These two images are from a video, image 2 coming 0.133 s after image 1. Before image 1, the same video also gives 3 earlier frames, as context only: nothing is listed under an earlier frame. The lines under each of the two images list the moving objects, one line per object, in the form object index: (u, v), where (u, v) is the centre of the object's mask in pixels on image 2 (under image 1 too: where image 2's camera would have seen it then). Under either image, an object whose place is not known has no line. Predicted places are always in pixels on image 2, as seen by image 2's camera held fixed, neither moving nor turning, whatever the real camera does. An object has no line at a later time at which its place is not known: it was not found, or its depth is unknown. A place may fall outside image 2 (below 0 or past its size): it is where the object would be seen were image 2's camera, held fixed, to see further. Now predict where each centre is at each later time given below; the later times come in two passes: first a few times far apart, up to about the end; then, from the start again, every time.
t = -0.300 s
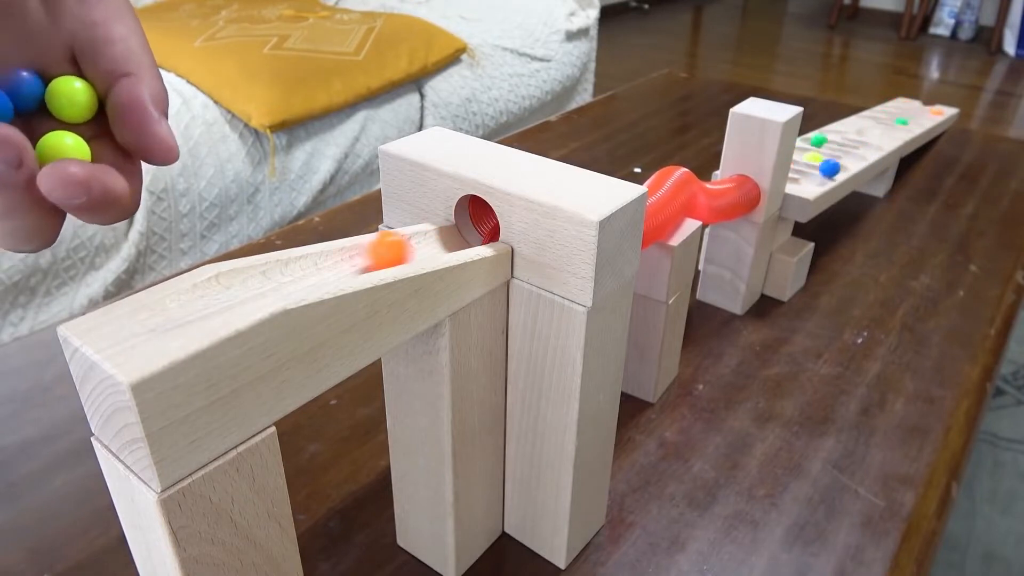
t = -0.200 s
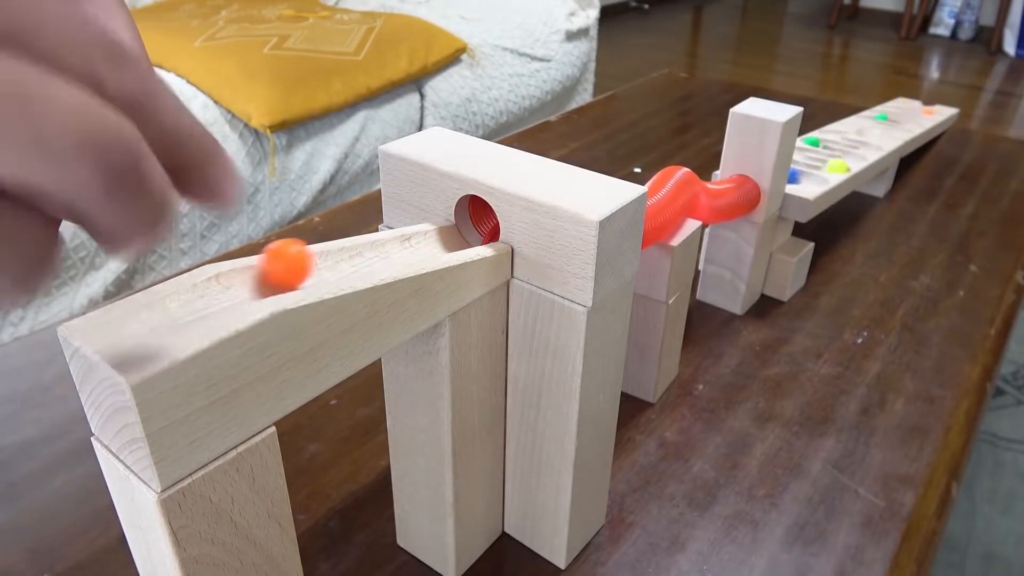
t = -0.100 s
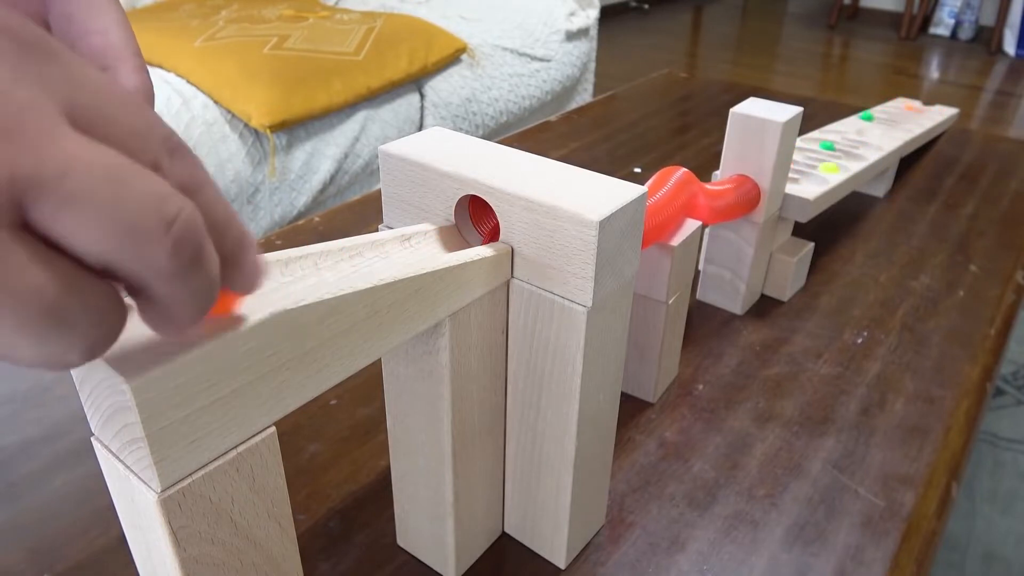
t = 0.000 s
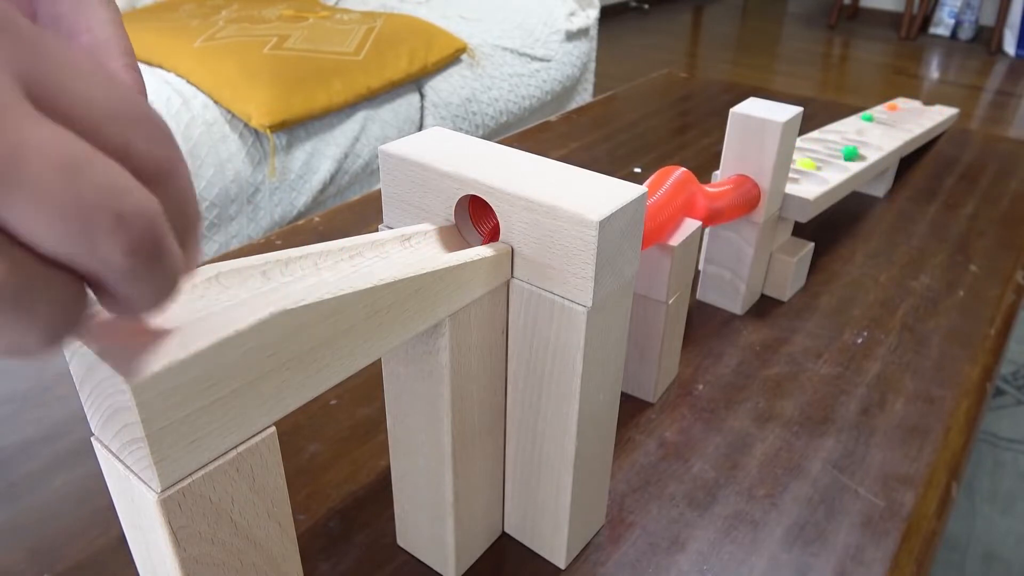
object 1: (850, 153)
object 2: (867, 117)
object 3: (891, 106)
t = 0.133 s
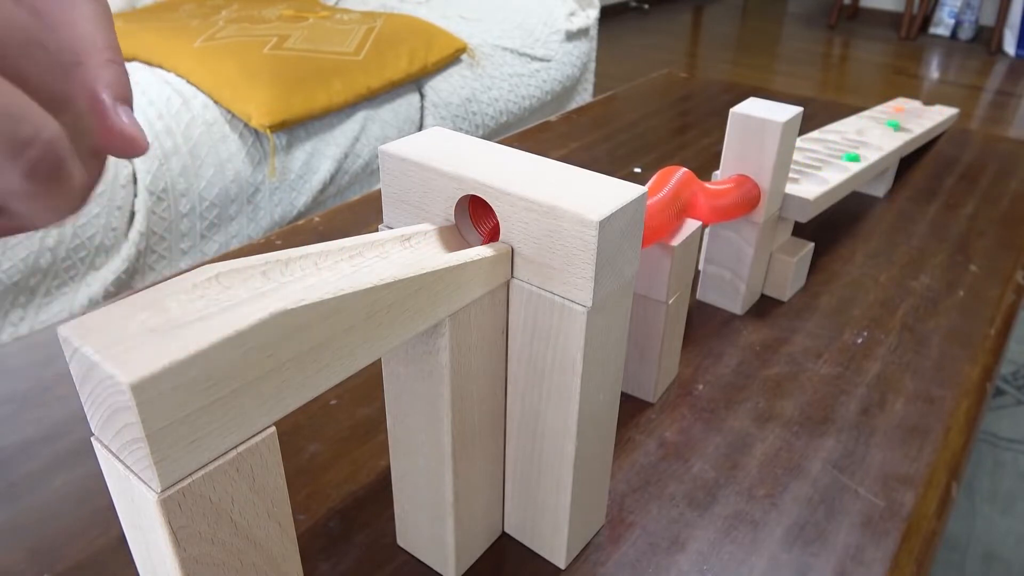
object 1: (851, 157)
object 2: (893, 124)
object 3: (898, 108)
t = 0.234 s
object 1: (828, 153)
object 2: (909, 127)
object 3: (921, 115)
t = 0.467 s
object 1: (797, 152)
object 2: (870, 129)
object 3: (912, 115)
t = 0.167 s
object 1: (843, 156)
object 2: (902, 127)
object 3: (906, 110)
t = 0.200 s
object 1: (835, 155)
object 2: (909, 126)
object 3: (913, 112)
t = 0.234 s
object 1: (828, 153)
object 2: (909, 127)
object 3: (921, 115)
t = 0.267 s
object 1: (822, 151)
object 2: (899, 128)
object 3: (925, 116)
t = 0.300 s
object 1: (815, 149)
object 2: (888, 126)
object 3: (928, 116)
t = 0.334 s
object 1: (804, 149)
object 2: (878, 127)
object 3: (927, 116)
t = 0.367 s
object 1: (799, 150)
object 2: (872, 126)
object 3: (925, 116)
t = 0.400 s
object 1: (796, 150)
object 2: (870, 127)
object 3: (923, 116)
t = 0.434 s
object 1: (796, 150)
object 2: (870, 129)
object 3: (919, 116)
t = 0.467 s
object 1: (797, 152)
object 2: (870, 129)
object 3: (912, 115)
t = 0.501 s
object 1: (799, 153)
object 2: (866, 130)
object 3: (907, 114)
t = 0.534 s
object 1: (802, 154)
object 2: (863, 130)
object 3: (901, 113)
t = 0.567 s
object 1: (808, 156)
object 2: (862, 131)
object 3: (891, 113)
